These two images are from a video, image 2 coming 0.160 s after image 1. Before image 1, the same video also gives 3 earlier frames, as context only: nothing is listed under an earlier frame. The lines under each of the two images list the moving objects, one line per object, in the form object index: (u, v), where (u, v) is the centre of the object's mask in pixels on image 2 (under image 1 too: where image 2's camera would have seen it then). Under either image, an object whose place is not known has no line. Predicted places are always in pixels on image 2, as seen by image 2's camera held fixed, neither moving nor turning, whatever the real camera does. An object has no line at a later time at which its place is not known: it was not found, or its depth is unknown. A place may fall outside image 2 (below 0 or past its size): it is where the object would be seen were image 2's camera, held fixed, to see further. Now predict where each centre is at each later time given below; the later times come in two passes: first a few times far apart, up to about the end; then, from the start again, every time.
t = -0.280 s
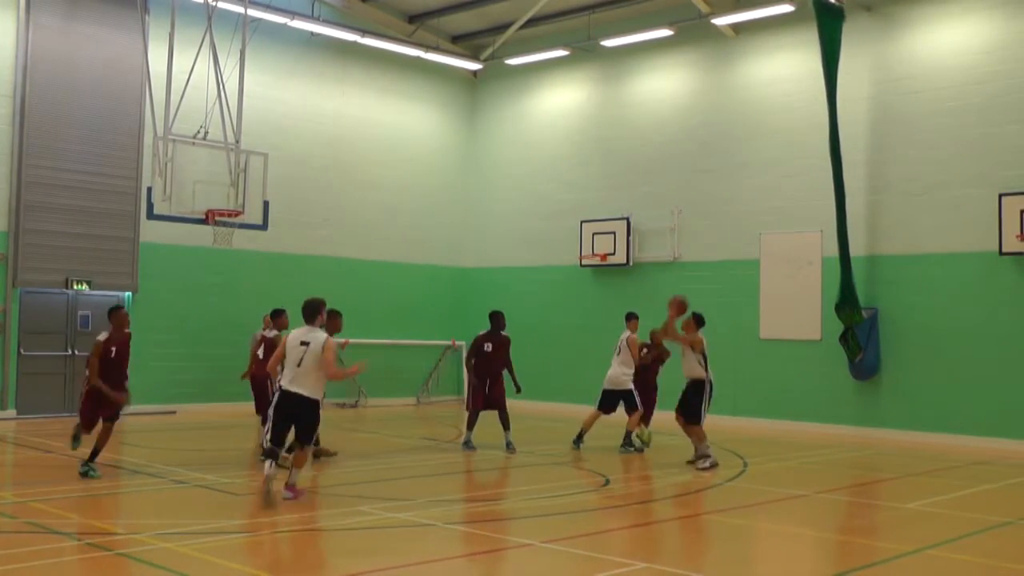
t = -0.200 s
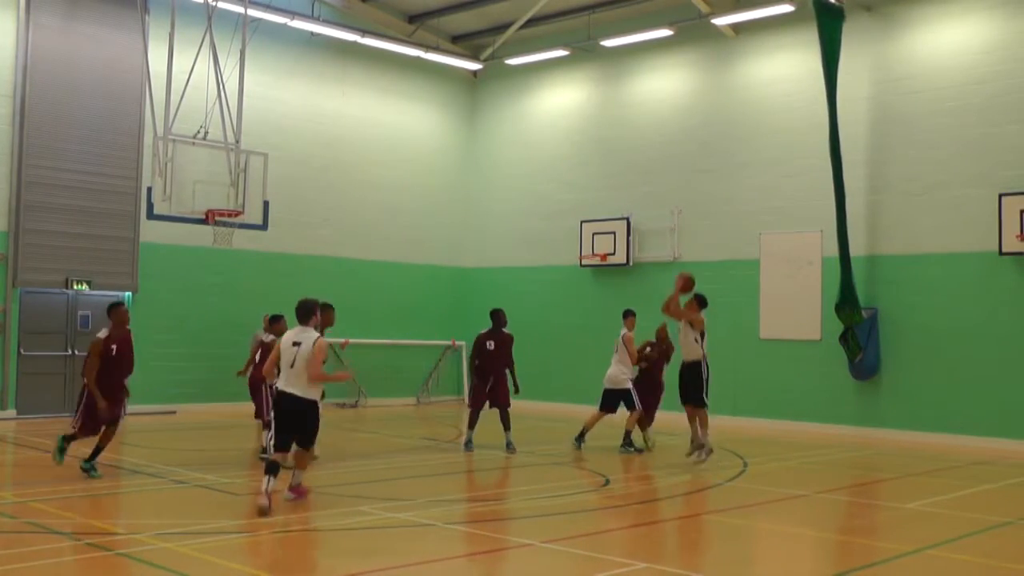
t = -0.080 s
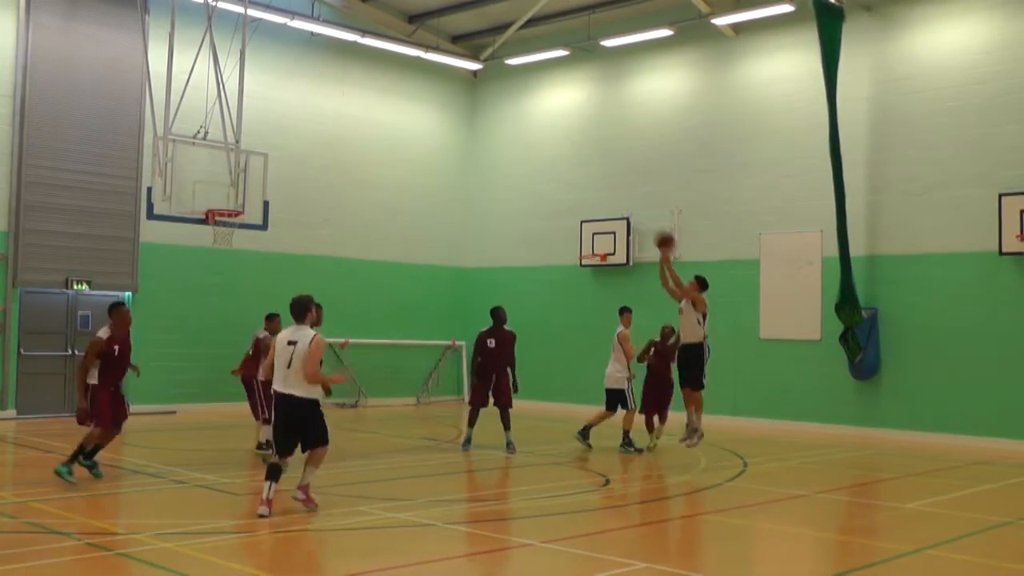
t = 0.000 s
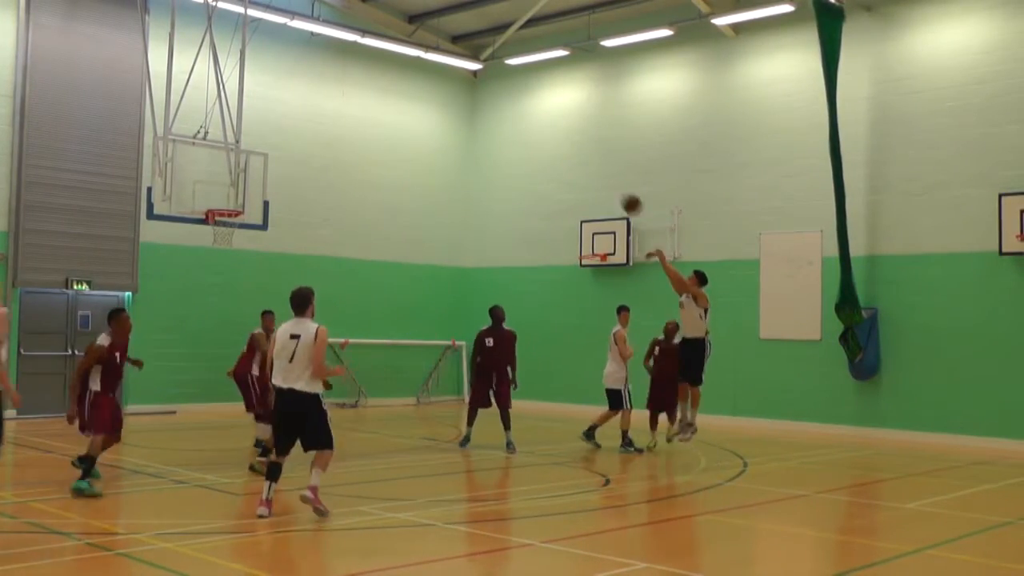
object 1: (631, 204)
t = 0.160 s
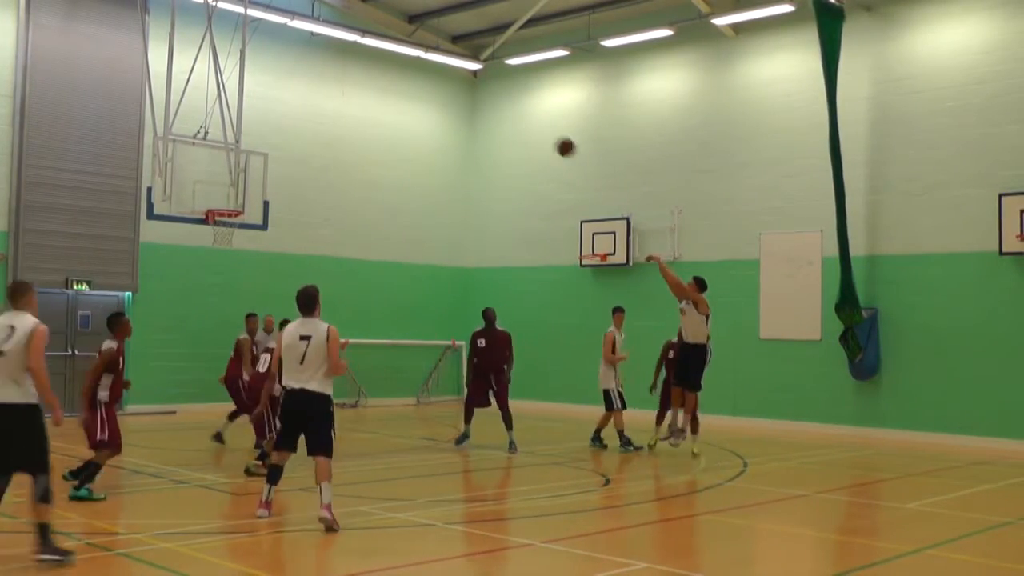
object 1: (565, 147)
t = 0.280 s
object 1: (517, 119)
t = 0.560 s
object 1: (411, 98)
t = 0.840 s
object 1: (309, 135)
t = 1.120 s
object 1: (227, 191)
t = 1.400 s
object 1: (201, 170)
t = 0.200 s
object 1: (549, 136)
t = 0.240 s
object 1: (533, 127)
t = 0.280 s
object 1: (517, 119)
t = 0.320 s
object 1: (501, 112)
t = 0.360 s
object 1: (485, 107)
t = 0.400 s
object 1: (470, 103)
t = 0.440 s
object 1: (455, 100)
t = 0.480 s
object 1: (440, 98)
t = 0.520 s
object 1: (425, 97)
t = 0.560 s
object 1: (411, 98)
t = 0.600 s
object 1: (395, 99)
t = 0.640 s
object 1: (381, 102)
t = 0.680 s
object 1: (366, 107)
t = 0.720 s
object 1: (352, 112)
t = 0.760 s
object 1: (337, 118)
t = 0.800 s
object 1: (323, 126)
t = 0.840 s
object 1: (309, 135)
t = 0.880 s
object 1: (295, 144)
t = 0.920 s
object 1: (281, 156)
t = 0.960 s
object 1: (267, 168)
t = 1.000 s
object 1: (253, 181)
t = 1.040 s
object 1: (239, 195)
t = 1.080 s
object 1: (231, 199)
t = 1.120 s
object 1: (227, 191)
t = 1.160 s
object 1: (224, 185)
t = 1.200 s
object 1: (220, 180)
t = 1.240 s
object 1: (217, 175)
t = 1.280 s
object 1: (213, 172)
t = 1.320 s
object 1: (209, 170)
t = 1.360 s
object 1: (205, 170)
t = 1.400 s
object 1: (201, 170)
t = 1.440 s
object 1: (197, 172)
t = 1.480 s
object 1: (193, 175)
